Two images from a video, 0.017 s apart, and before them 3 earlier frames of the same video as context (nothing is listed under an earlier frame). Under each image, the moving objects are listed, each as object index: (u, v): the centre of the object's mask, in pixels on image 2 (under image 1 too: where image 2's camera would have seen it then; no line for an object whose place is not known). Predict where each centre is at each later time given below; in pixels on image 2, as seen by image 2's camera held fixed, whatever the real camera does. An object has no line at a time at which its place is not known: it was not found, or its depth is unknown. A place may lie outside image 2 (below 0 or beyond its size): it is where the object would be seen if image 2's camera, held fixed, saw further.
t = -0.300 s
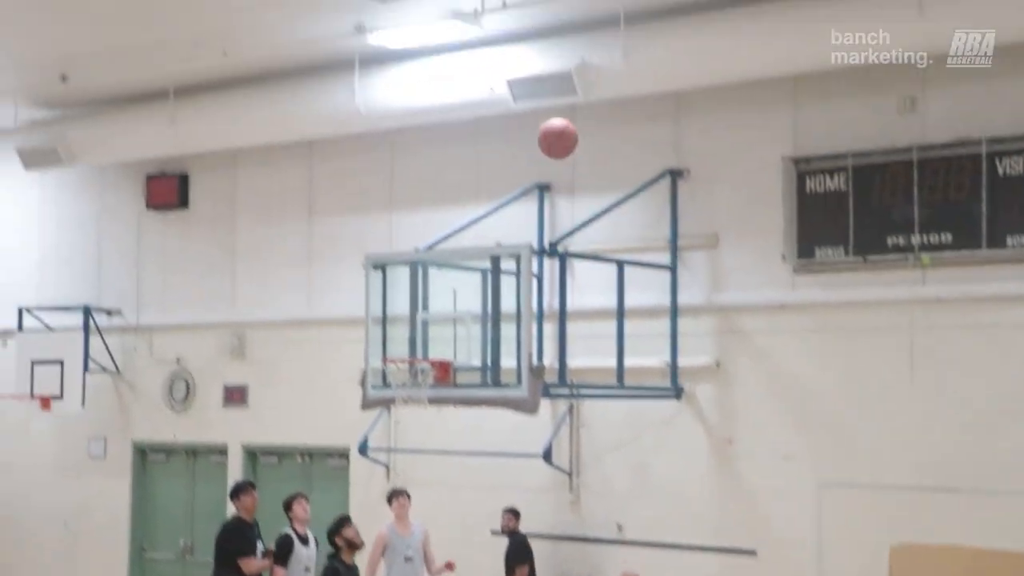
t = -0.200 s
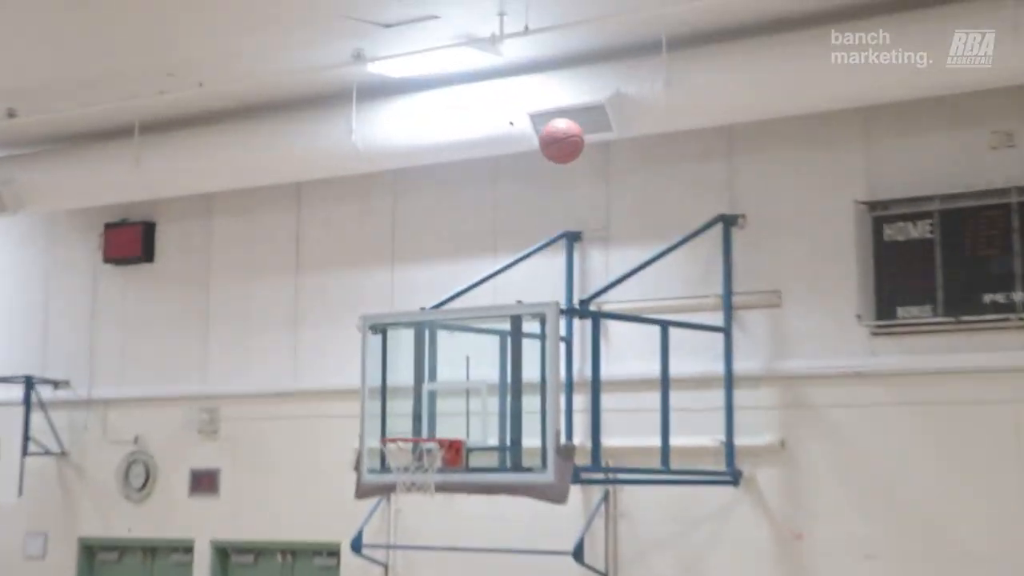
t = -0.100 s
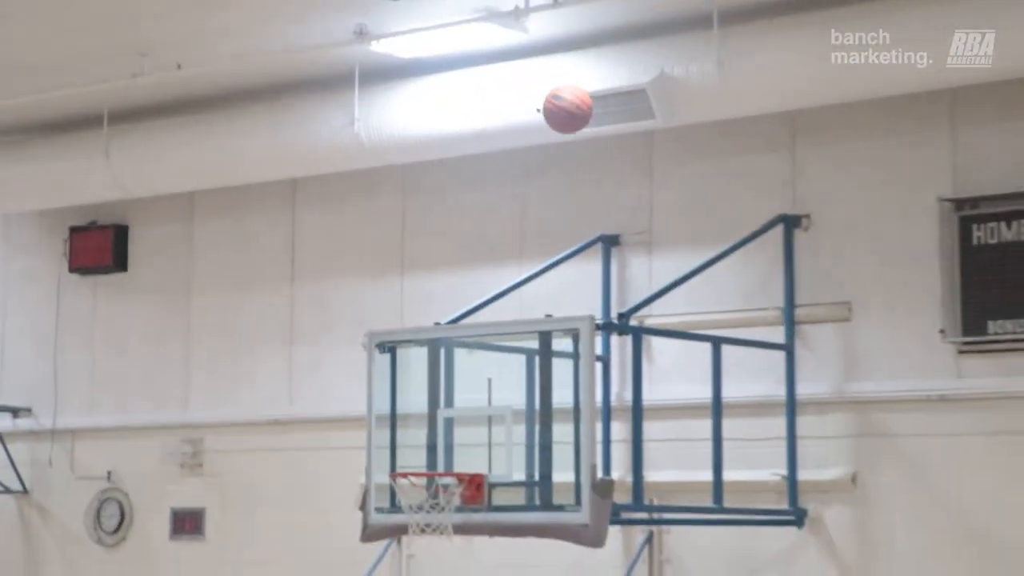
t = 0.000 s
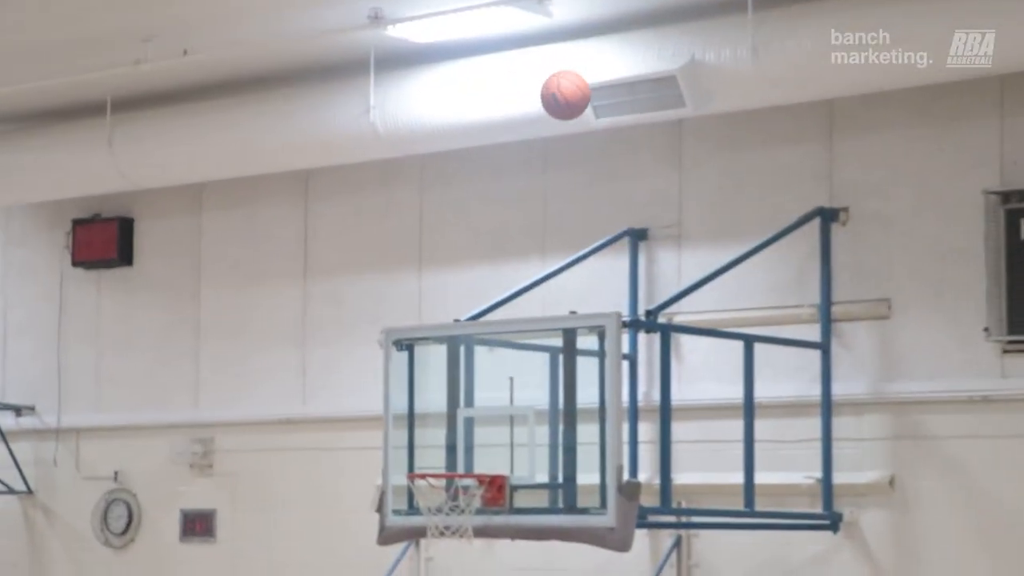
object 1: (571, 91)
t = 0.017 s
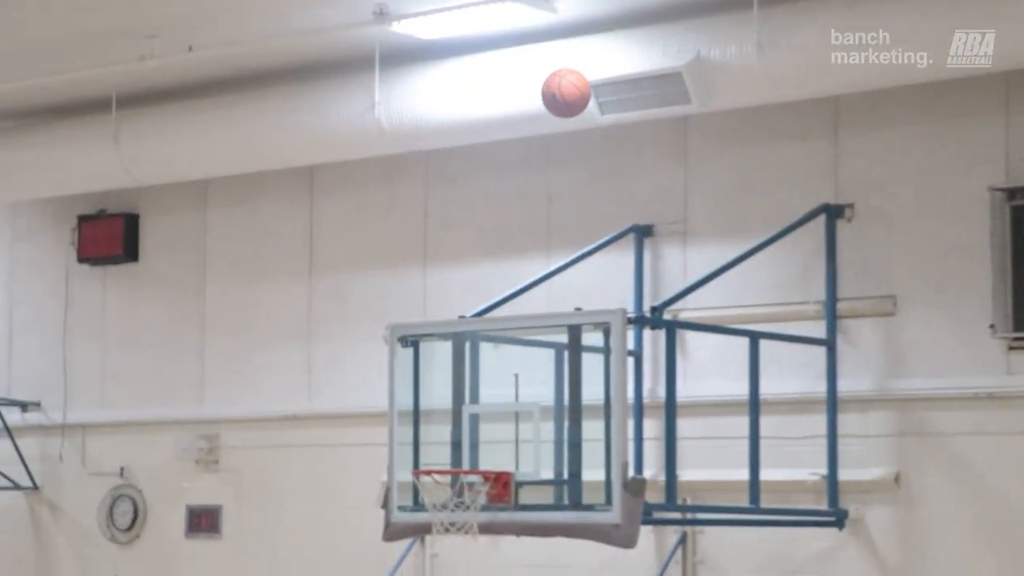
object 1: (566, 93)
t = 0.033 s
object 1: (561, 95)
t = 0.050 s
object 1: (556, 97)
